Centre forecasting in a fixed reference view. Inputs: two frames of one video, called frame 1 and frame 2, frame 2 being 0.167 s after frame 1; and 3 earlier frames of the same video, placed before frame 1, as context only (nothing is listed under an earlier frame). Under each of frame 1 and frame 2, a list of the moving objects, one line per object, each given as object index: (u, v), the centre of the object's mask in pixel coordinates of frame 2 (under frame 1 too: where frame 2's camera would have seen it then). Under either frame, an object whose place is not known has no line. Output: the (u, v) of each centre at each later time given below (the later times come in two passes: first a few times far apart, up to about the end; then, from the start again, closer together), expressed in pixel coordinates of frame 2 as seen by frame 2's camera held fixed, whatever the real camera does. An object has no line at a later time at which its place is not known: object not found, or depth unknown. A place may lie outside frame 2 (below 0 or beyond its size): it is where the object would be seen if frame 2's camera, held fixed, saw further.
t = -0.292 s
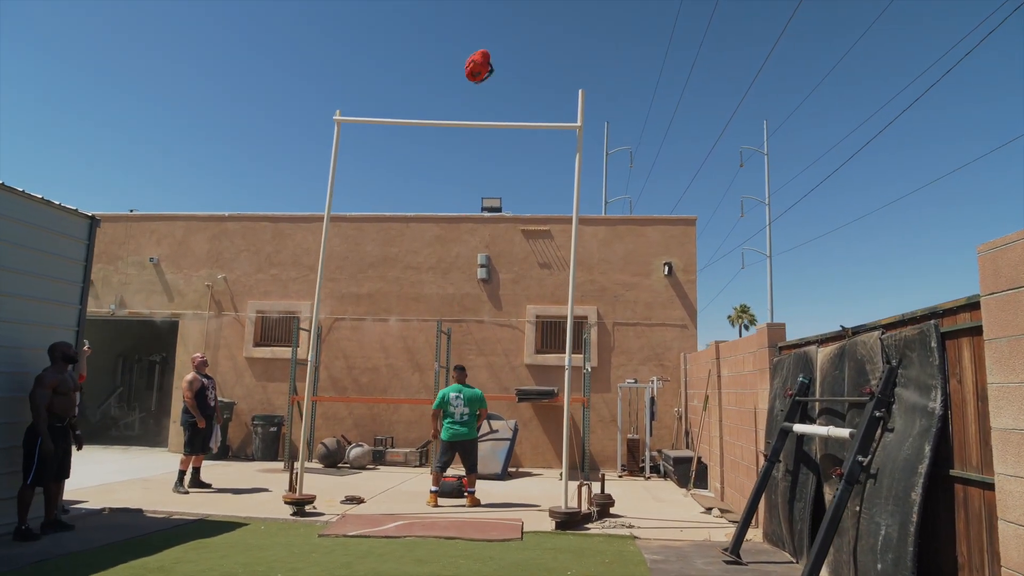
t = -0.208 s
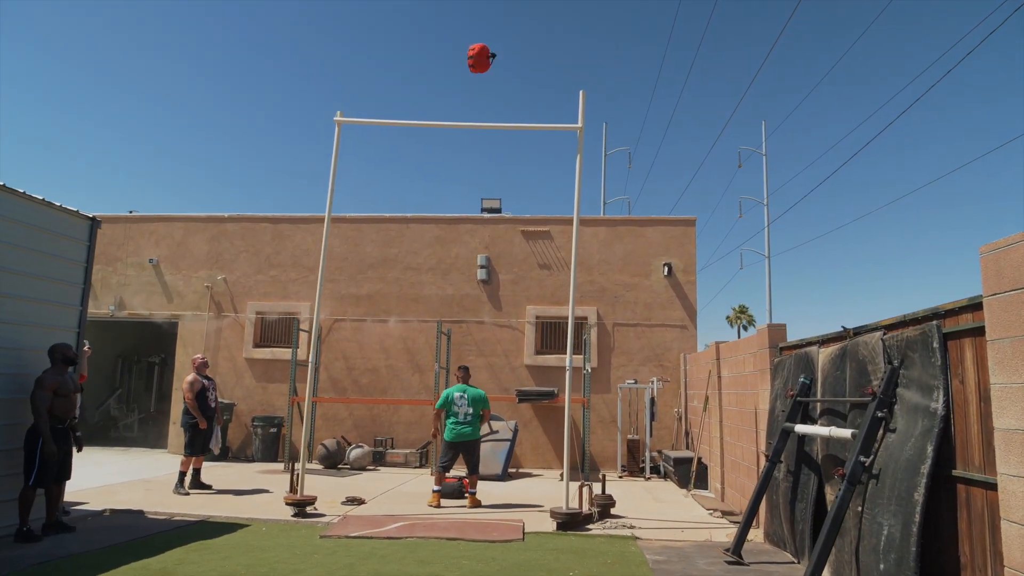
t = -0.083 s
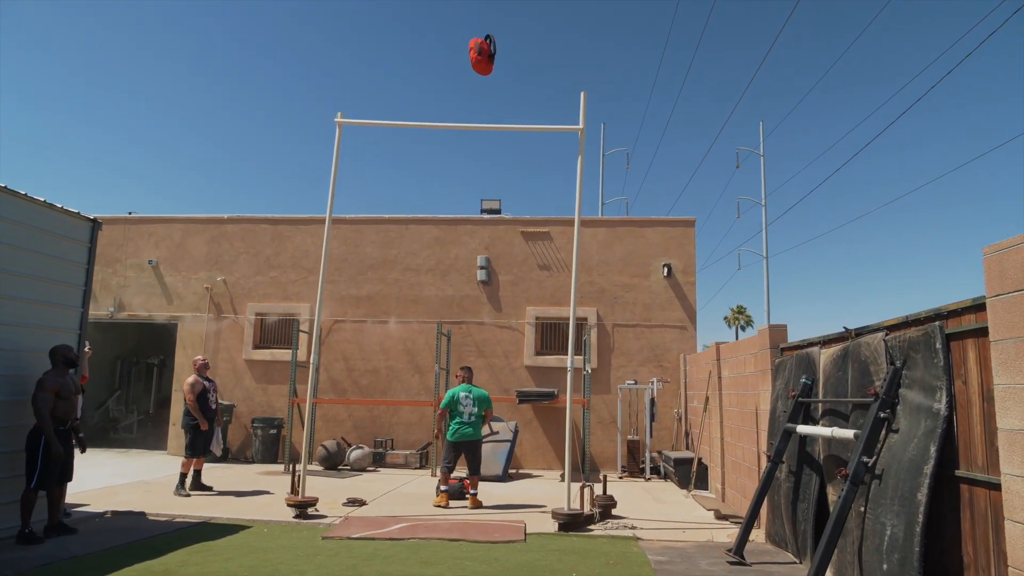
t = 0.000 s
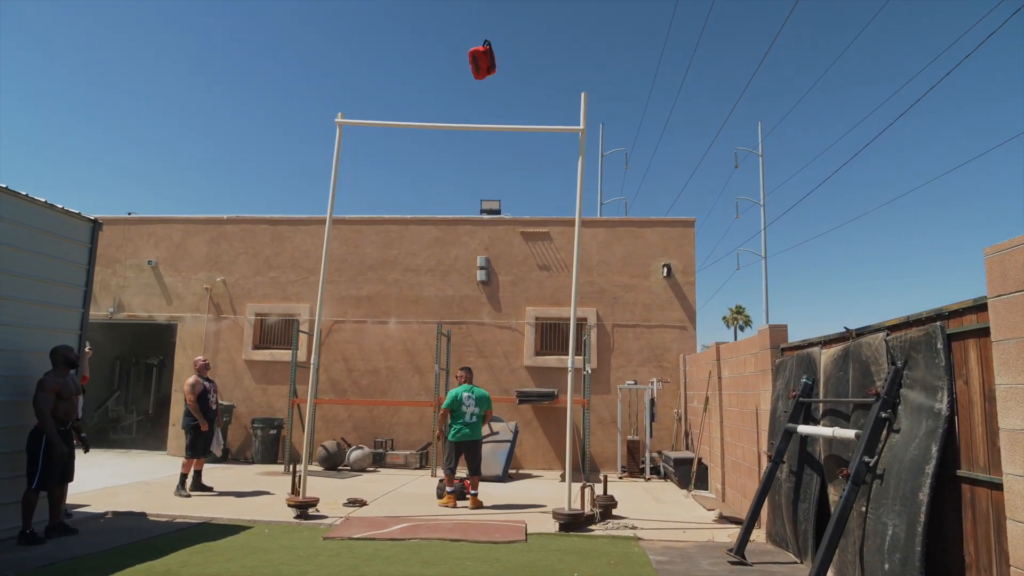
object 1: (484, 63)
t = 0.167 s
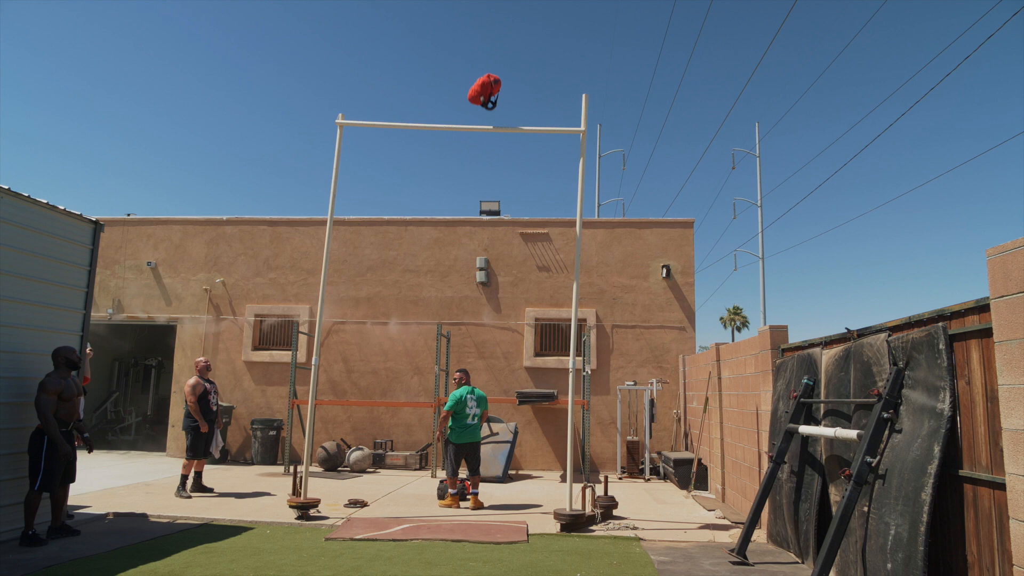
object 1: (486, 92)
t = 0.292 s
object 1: (486, 130)
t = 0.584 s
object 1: (491, 284)
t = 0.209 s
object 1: (486, 104)
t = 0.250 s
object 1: (486, 116)
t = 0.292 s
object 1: (486, 130)
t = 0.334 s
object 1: (486, 145)
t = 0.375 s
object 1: (487, 162)
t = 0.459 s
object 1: (488, 204)
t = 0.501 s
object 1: (489, 229)
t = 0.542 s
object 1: (490, 255)
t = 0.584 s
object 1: (491, 284)
